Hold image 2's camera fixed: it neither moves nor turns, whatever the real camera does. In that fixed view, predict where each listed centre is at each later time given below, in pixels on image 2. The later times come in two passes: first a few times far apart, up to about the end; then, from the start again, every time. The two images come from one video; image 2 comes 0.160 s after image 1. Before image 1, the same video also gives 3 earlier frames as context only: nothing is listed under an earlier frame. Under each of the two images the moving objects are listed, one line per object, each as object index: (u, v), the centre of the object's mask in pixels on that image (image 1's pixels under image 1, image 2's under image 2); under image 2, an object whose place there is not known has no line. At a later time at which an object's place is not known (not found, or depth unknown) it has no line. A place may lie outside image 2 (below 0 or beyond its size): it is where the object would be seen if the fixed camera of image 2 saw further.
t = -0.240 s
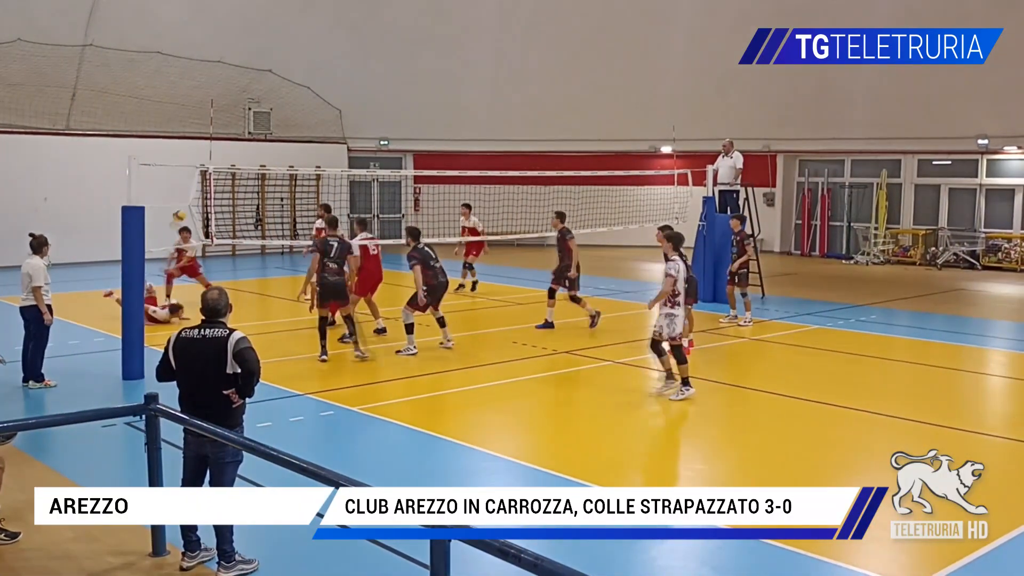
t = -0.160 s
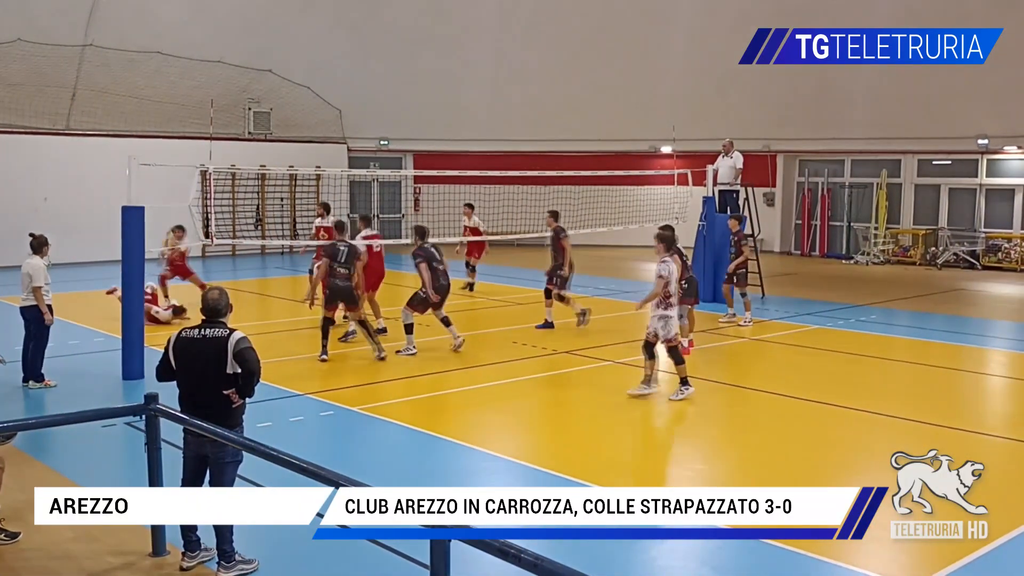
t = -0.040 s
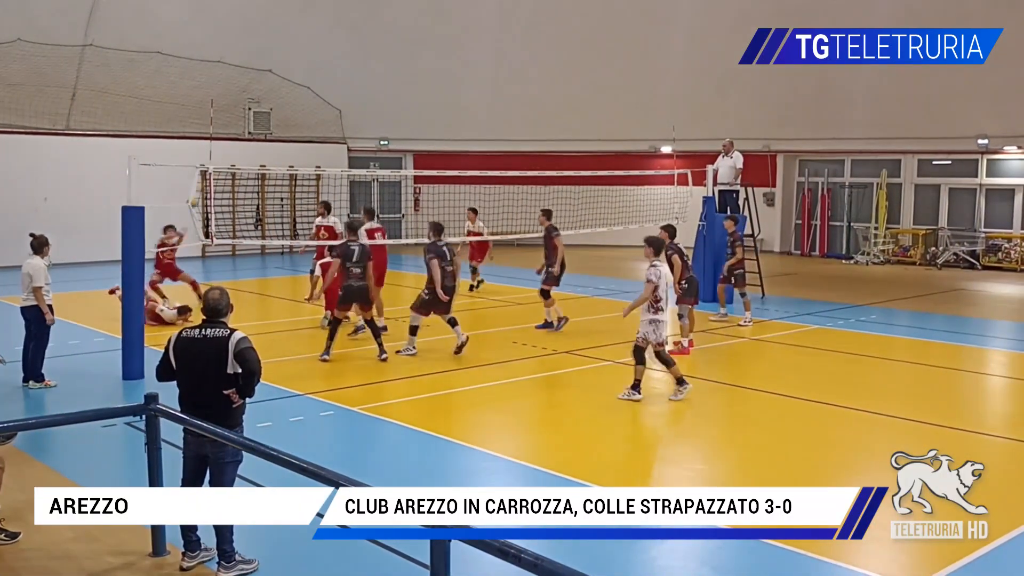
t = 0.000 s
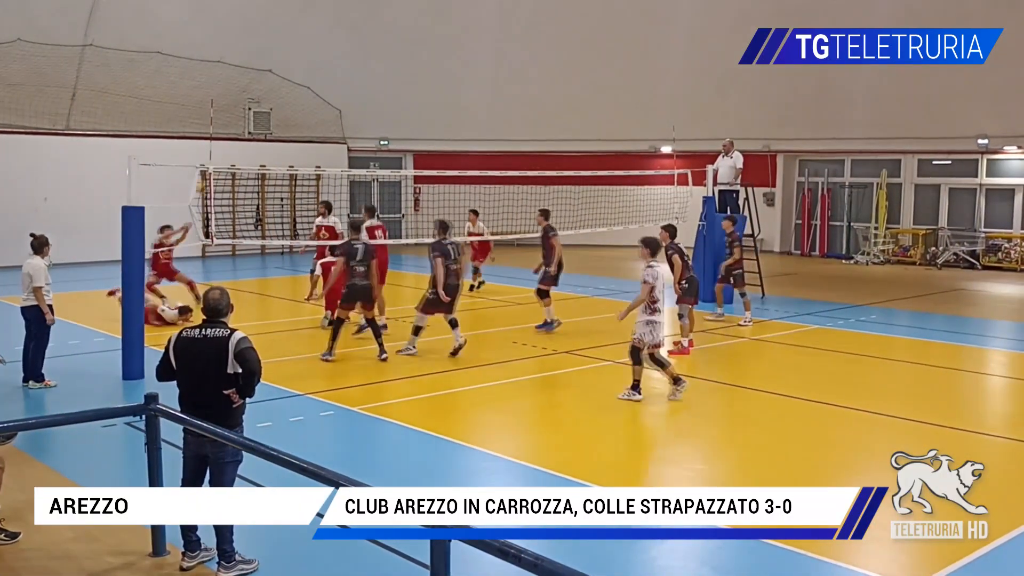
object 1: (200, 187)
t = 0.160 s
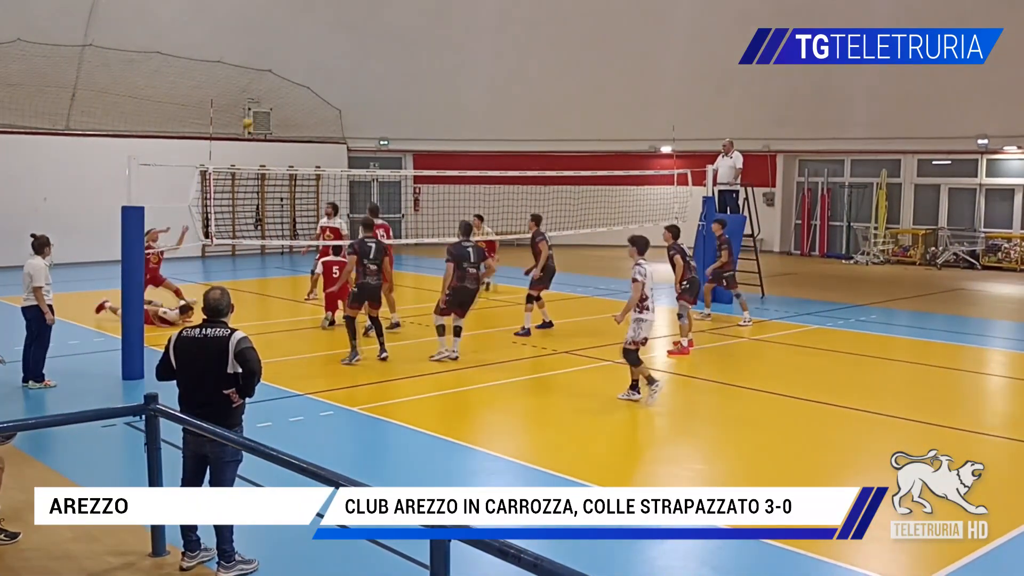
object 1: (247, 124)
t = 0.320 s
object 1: (292, 79)
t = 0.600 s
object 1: (362, 41)
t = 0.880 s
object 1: (425, 48)
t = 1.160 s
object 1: (480, 92)
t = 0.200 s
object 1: (265, 104)
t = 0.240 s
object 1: (275, 95)
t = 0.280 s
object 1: (283, 88)
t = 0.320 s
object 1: (292, 79)
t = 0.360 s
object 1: (301, 71)
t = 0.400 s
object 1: (309, 65)
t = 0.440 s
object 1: (322, 58)
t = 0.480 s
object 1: (331, 53)
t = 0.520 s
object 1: (342, 47)
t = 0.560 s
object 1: (350, 44)
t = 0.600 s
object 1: (362, 41)
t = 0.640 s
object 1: (370, 40)
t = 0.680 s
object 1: (380, 39)
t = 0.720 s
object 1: (389, 39)
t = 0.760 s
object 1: (397, 40)
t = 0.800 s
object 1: (406, 41)
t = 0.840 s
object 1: (415, 44)
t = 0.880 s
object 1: (425, 48)
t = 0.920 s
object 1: (433, 52)
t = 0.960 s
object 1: (440, 56)
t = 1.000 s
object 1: (449, 62)
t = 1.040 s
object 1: (458, 68)
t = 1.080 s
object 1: (464, 76)
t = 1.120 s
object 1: (473, 84)
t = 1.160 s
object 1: (480, 92)
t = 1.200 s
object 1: (488, 103)
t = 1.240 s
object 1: (495, 112)
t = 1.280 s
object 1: (503, 125)
